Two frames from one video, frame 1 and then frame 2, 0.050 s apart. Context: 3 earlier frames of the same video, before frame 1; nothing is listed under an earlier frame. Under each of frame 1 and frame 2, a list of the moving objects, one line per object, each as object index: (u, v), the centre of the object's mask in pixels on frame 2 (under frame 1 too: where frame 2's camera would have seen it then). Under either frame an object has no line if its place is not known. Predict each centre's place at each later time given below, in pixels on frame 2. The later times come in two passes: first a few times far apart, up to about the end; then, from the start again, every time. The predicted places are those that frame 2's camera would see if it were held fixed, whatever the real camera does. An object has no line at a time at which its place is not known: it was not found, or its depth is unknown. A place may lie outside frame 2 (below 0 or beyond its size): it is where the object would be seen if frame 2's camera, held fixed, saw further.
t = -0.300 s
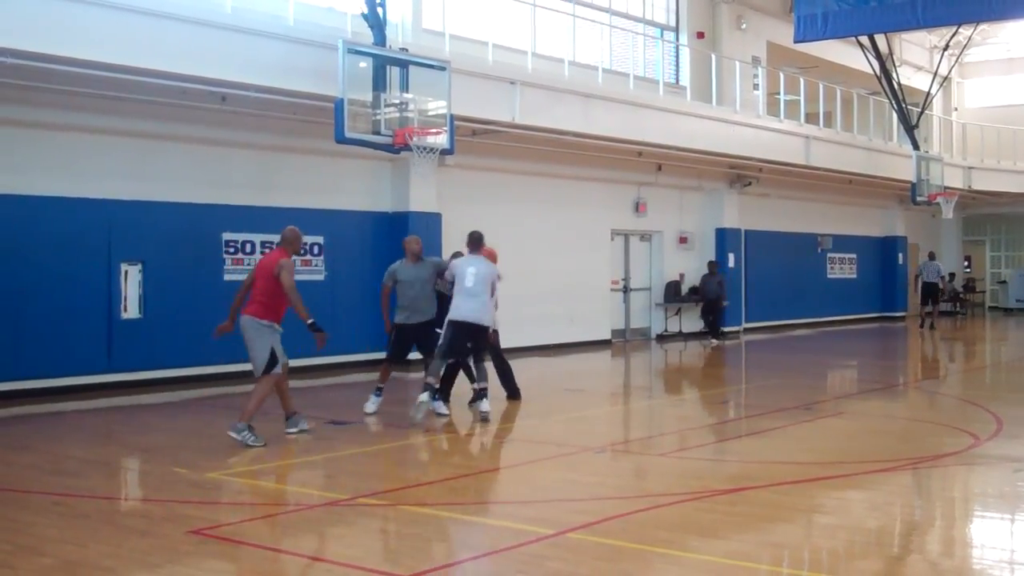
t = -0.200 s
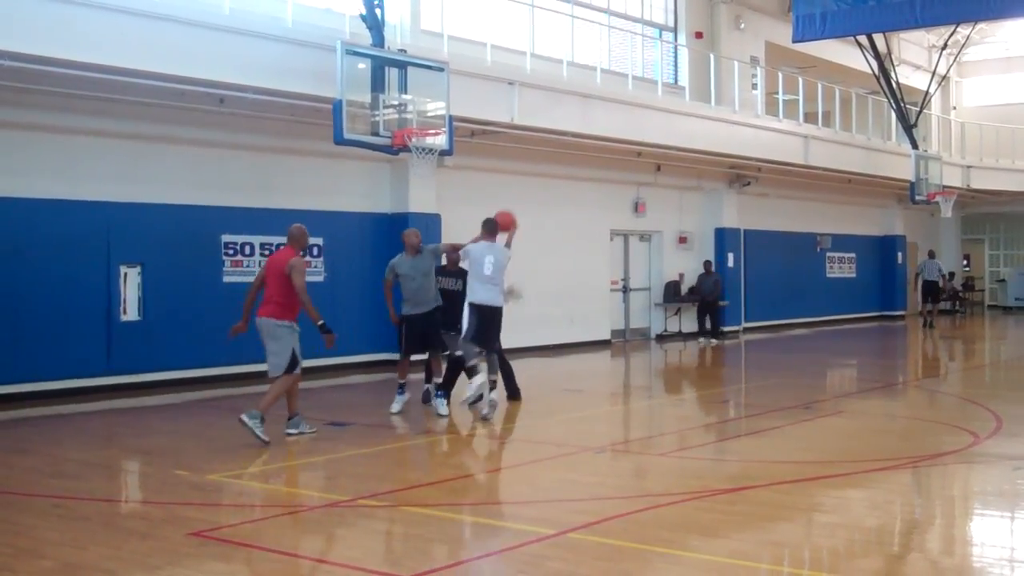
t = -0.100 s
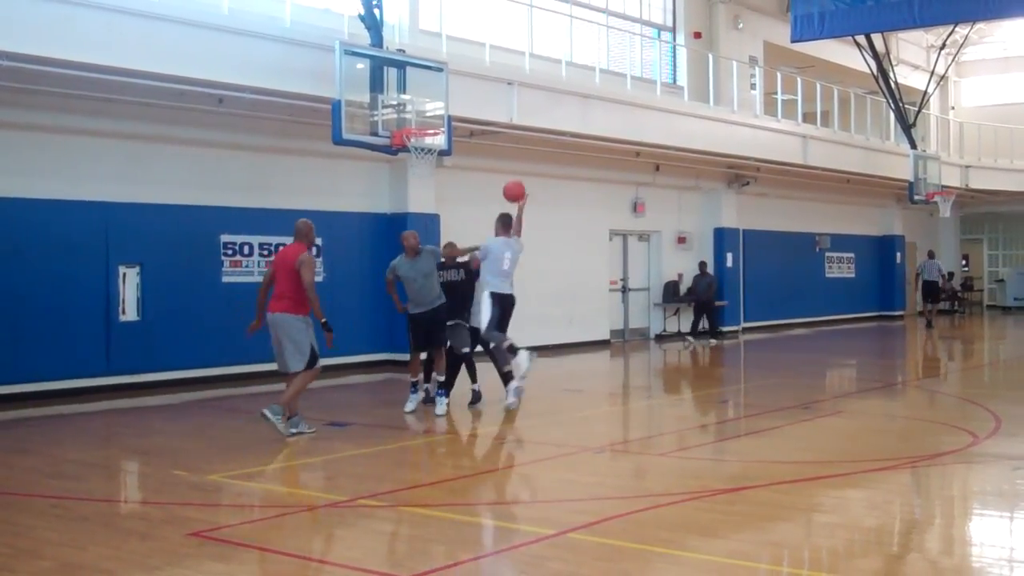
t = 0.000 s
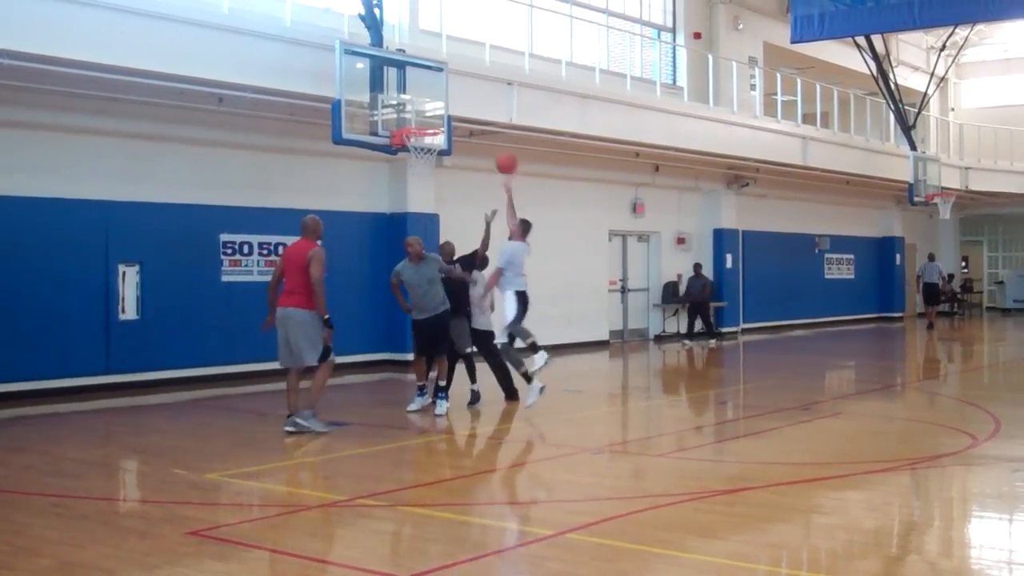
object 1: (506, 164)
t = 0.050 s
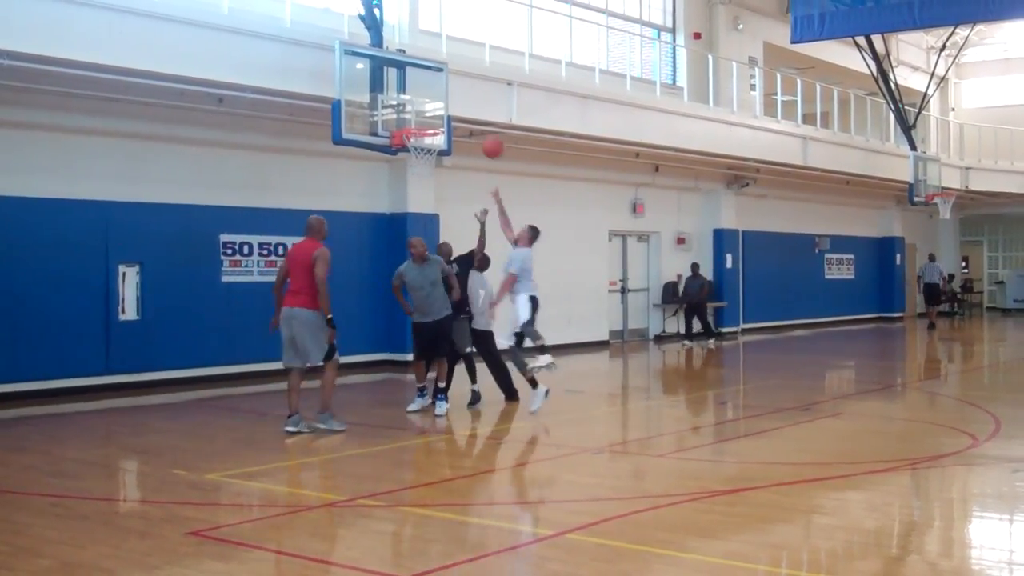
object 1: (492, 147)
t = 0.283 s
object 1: (433, 106)
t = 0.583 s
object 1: (463, 130)
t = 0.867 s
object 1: (530, 213)
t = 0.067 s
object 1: (488, 142)
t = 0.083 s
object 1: (483, 138)
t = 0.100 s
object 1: (479, 134)
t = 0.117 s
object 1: (474, 131)
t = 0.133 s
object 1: (470, 127)
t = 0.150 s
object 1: (467, 124)
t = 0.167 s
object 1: (463, 122)
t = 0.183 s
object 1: (457, 118)
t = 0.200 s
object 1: (454, 115)
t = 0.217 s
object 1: (450, 112)
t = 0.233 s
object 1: (446, 111)
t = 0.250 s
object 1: (441, 109)
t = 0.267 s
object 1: (438, 108)
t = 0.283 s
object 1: (433, 106)
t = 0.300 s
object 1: (429, 105)
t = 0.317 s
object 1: (425, 104)
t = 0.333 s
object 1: (421, 104)
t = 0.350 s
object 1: (418, 104)
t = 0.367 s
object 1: (414, 104)
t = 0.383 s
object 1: (415, 104)
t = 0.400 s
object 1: (417, 105)
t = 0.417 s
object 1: (421, 107)
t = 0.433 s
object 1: (426, 109)
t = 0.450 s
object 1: (430, 110)
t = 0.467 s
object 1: (434, 113)
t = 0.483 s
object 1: (438, 115)
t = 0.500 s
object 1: (443, 118)
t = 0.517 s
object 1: (447, 120)
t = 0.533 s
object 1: (451, 123)
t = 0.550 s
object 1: (455, 125)
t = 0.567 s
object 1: (459, 127)
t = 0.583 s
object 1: (463, 130)
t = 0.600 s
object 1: (466, 132)
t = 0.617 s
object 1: (470, 136)
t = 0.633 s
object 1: (474, 139)
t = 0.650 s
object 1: (478, 142)
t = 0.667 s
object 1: (483, 148)
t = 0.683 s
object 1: (486, 151)
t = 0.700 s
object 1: (490, 155)
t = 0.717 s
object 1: (494, 160)
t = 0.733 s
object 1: (498, 165)
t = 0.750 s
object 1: (502, 171)
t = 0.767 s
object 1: (506, 176)
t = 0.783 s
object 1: (510, 181)
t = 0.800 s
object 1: (514, 187)
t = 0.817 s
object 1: (518, 193)
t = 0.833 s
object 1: (522, 199)
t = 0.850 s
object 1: (526, 206)
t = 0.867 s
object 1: (530, 213)
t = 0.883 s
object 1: (534, 220)
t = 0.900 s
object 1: (539, 228)
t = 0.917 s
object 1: (543, 236)
